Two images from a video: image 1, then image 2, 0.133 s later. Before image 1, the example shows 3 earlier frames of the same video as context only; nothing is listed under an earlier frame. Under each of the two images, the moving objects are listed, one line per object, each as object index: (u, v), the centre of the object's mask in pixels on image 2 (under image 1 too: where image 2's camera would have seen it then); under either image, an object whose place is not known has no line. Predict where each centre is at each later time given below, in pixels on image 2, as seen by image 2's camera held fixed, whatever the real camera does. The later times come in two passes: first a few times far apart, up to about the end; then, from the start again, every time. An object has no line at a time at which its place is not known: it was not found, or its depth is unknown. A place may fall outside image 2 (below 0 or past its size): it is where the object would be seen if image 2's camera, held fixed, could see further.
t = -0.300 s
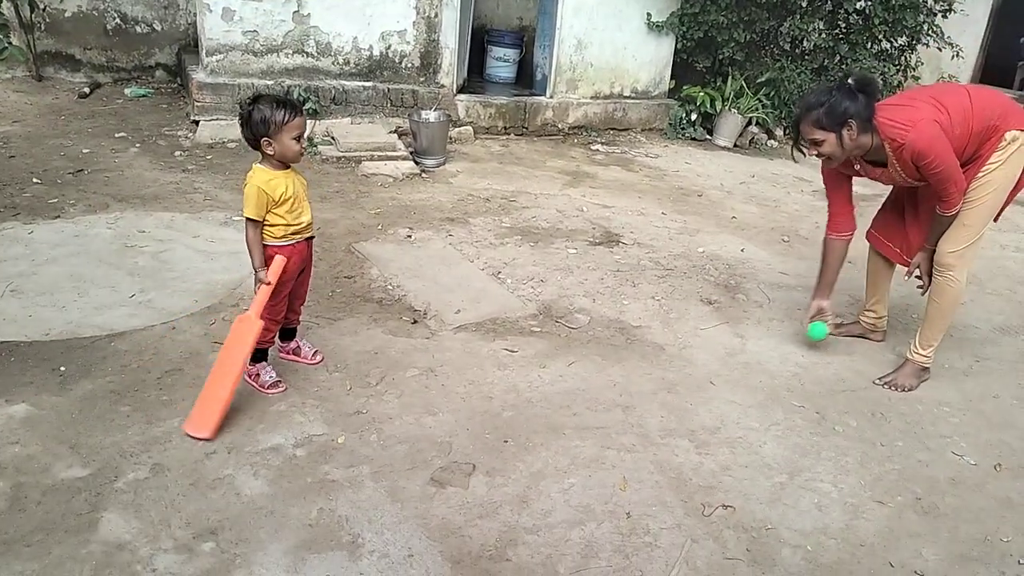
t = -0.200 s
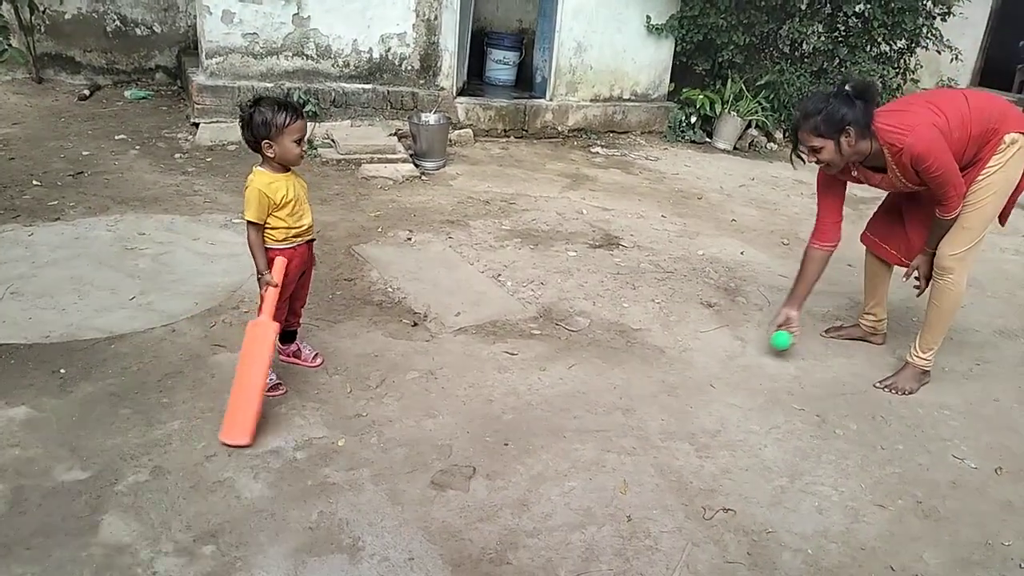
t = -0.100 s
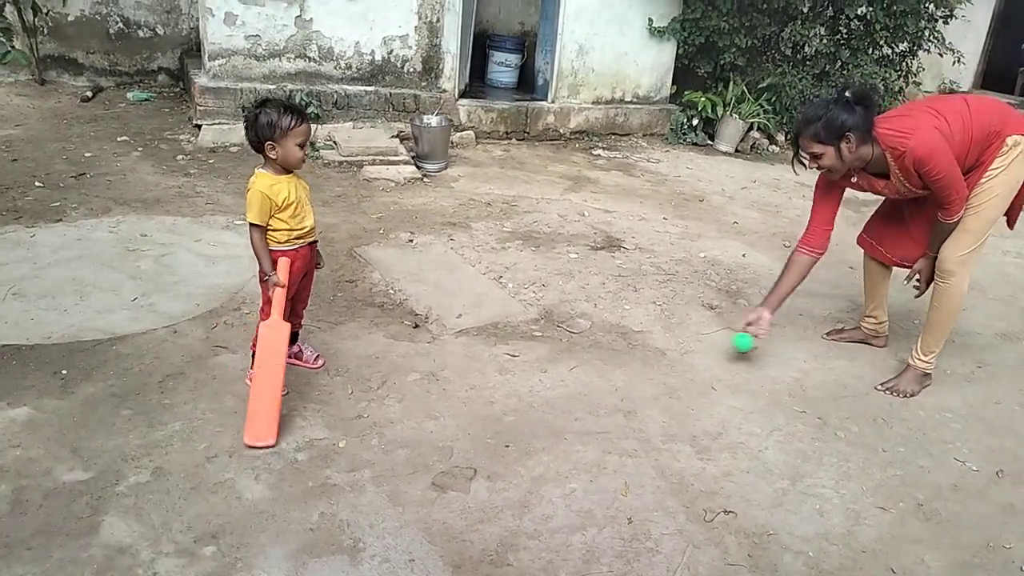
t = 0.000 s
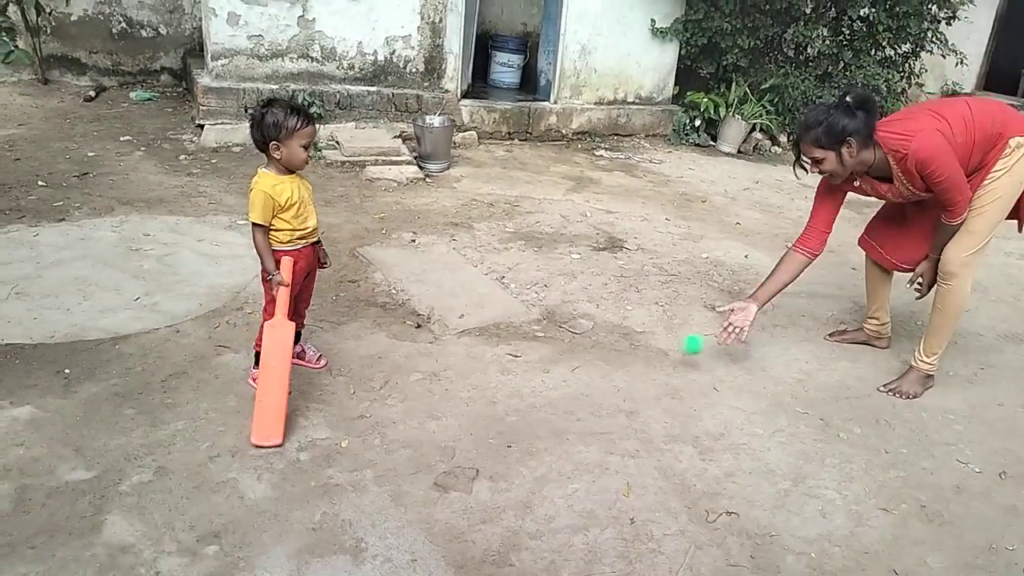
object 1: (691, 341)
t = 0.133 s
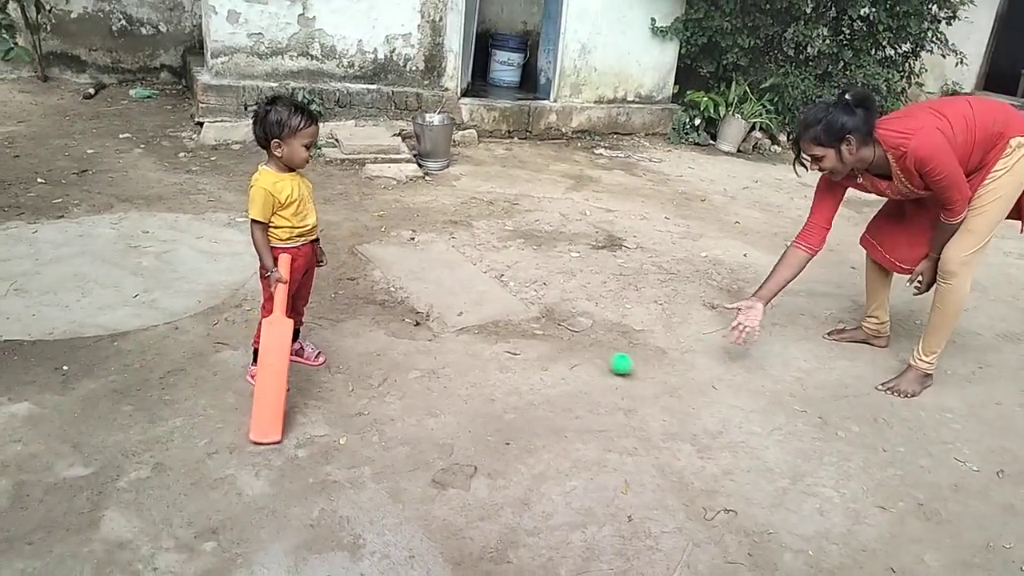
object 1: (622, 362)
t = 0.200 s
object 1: (594, 360)
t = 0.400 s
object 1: (511, 362)
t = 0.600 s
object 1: (433, 365)
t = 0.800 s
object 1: (383, 358)
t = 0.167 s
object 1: (607, 361)
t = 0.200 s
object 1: (594, 360)
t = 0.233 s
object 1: (580, 366)
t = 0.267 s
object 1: (565, 362)
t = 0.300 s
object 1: (552, 360)
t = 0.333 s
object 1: (542, 360)
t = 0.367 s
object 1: (525, 362)
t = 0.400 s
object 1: (511, 362)
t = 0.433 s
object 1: (498, 361)
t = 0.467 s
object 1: (484, 362)
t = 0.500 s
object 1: (471, 363)
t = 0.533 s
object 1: (458, 363)
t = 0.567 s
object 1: (446, 365)
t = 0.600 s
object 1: (433, 365)
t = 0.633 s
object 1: (422, 361)
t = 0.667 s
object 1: (411, 360)
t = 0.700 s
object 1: (400, 366)
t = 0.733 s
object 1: (391, 369)
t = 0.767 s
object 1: (387, 362)
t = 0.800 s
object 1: (383, 358)
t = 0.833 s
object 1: (380, 356)
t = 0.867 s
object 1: (377, 358)
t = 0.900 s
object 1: (373, 364)
